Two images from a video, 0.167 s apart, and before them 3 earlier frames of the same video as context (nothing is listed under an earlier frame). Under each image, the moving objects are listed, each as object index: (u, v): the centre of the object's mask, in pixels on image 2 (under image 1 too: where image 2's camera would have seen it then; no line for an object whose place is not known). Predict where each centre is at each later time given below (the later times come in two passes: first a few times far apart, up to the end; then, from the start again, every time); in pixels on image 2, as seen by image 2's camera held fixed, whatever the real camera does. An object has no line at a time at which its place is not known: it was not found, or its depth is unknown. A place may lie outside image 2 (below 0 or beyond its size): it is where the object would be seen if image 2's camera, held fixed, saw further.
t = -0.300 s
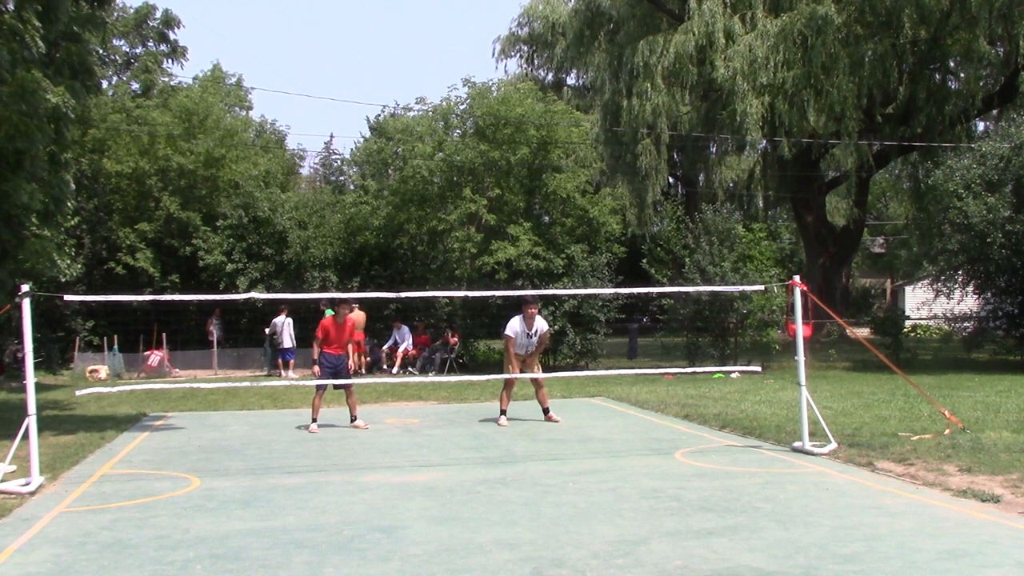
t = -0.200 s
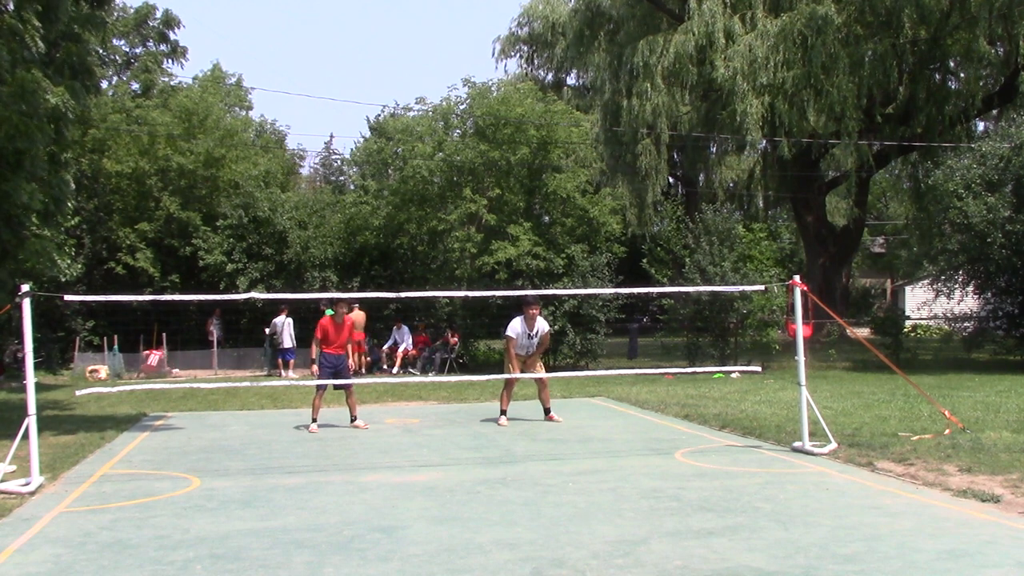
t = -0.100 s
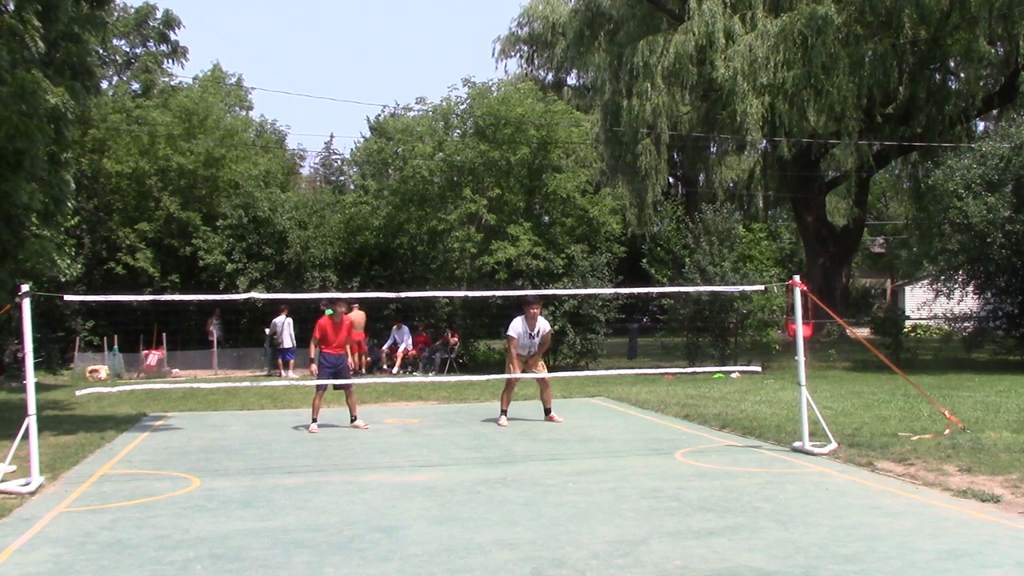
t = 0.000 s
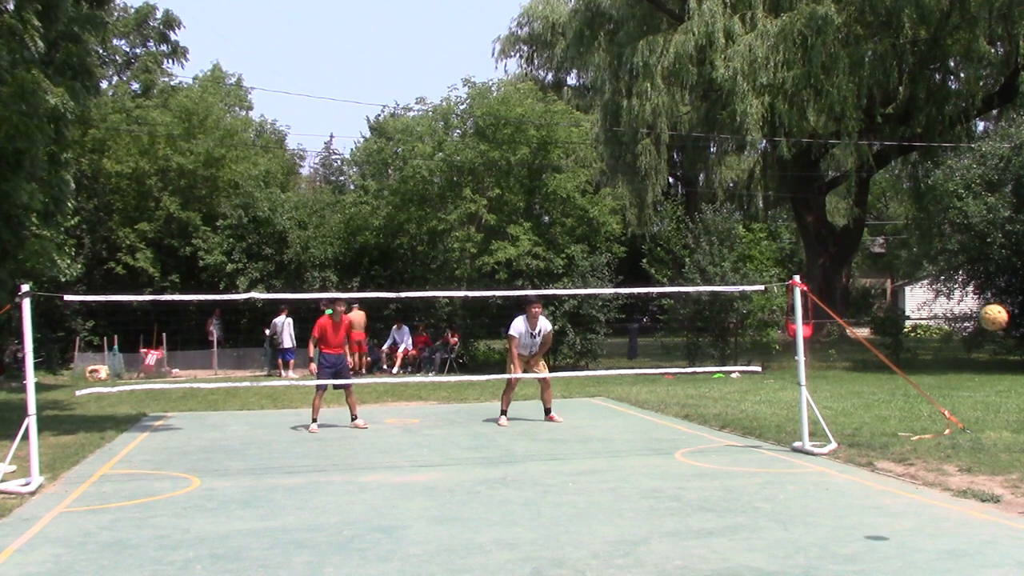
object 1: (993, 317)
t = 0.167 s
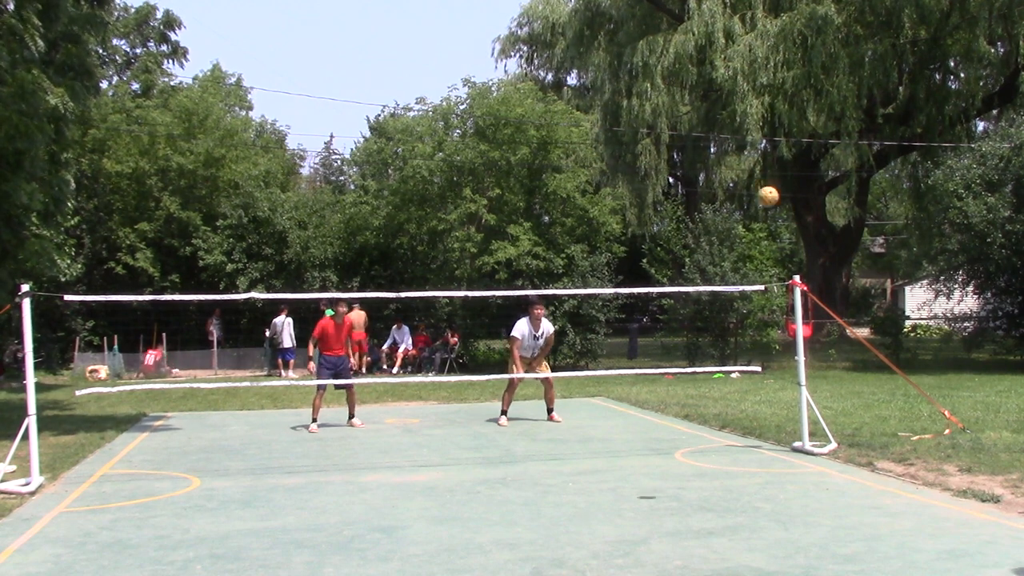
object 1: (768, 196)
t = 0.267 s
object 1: (671, 163)
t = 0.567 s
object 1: (469, 161)
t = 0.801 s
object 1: (367, 220)
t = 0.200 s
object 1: (733, 182)
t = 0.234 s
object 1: (700, 172)
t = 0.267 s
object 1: (671, 163)
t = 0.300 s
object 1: (642, 156)
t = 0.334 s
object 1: (616, 152)
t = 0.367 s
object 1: (592, 147)
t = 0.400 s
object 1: (568, 147)
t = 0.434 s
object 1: (546, 147)
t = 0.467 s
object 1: (526, 149)
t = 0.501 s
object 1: (505, 152)
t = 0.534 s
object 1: (487, 157)
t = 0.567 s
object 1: (469, 161)
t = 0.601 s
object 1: (453, 168)
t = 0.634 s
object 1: (437, 174)
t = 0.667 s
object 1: (421, 182)
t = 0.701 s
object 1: (408, 191)
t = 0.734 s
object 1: (393, 200)
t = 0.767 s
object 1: (380, 209)
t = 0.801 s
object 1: (367, 220)
